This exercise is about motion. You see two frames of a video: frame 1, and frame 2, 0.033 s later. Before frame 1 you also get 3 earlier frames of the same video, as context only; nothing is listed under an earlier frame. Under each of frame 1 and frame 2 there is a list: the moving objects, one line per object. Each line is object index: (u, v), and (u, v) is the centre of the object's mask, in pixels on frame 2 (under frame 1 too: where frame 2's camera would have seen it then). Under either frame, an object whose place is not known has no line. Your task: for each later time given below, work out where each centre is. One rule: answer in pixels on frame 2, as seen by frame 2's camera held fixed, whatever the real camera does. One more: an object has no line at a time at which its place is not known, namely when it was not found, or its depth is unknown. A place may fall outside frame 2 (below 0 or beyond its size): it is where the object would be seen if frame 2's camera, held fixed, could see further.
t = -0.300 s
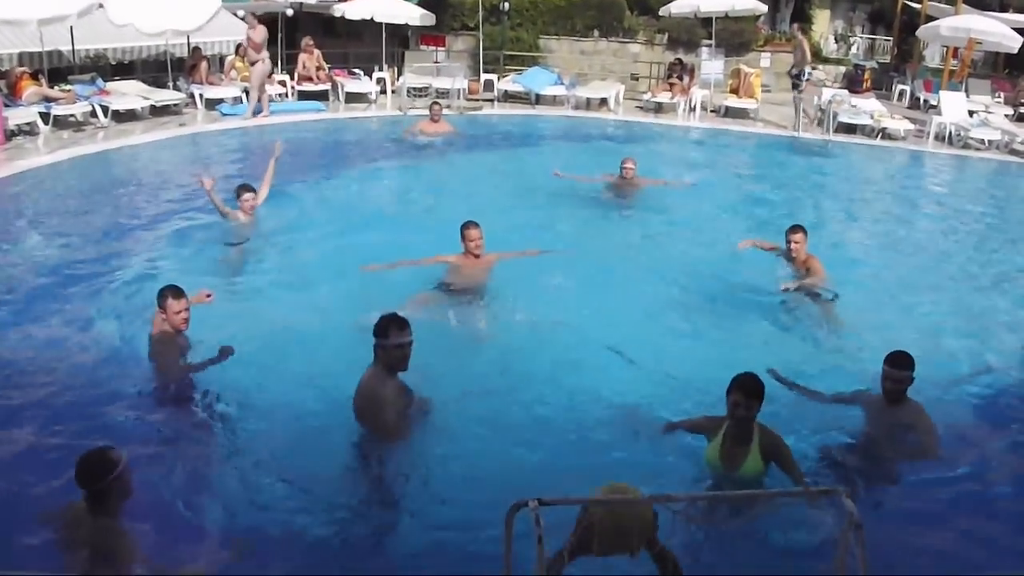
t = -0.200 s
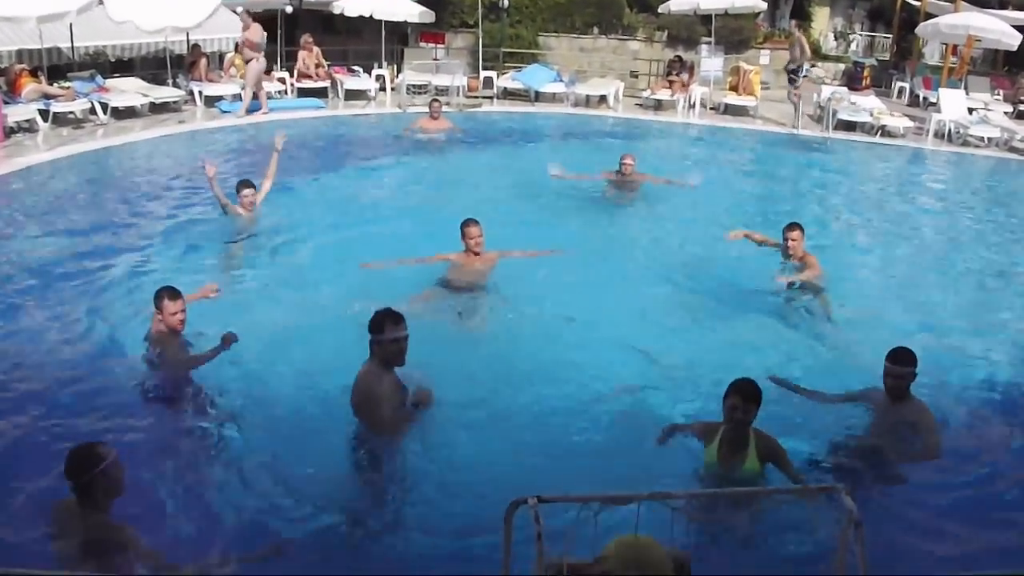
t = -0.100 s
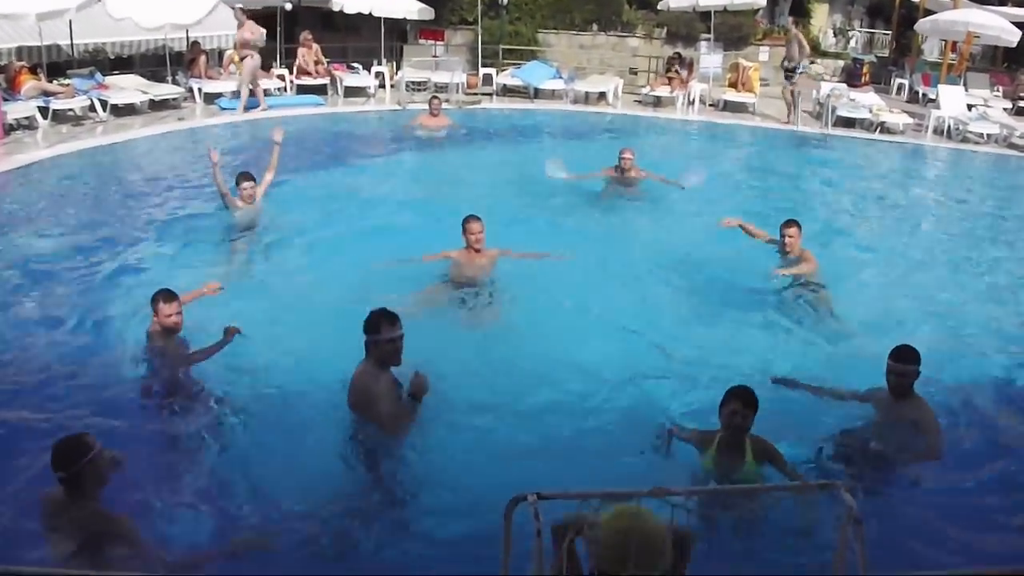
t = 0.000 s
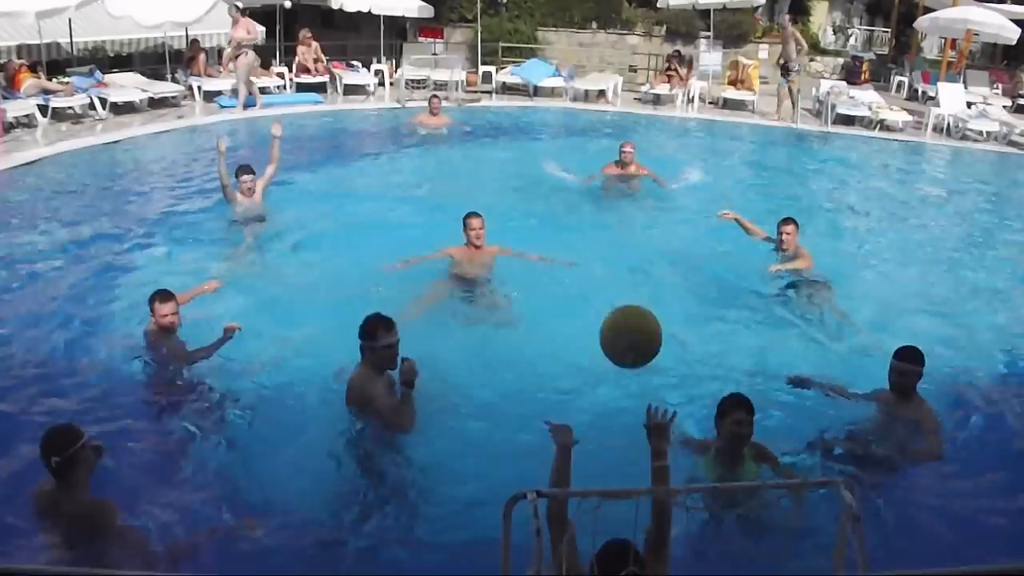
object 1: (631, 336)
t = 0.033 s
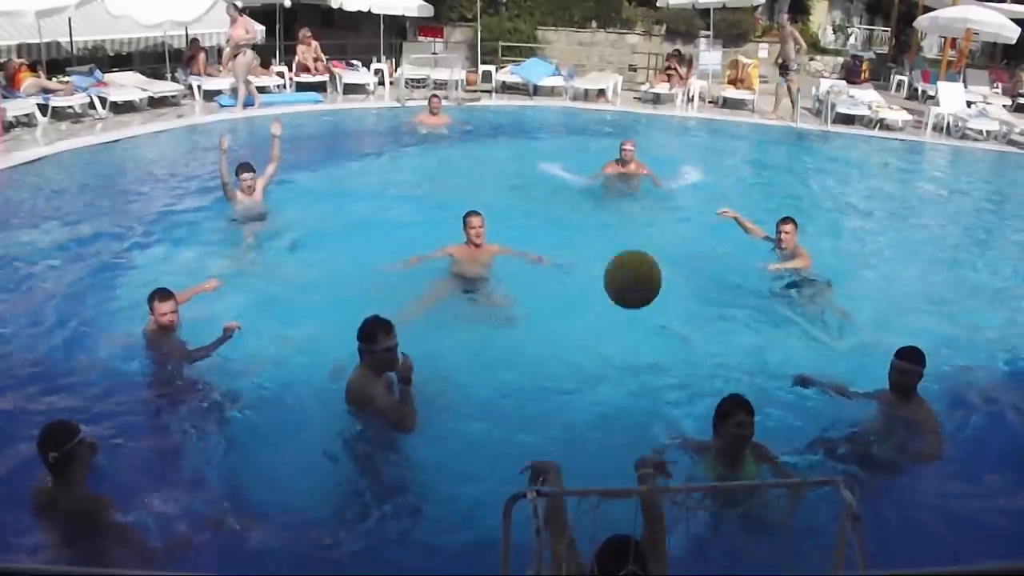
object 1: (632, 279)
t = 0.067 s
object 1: (633, 234)
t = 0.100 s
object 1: (634, 197)
